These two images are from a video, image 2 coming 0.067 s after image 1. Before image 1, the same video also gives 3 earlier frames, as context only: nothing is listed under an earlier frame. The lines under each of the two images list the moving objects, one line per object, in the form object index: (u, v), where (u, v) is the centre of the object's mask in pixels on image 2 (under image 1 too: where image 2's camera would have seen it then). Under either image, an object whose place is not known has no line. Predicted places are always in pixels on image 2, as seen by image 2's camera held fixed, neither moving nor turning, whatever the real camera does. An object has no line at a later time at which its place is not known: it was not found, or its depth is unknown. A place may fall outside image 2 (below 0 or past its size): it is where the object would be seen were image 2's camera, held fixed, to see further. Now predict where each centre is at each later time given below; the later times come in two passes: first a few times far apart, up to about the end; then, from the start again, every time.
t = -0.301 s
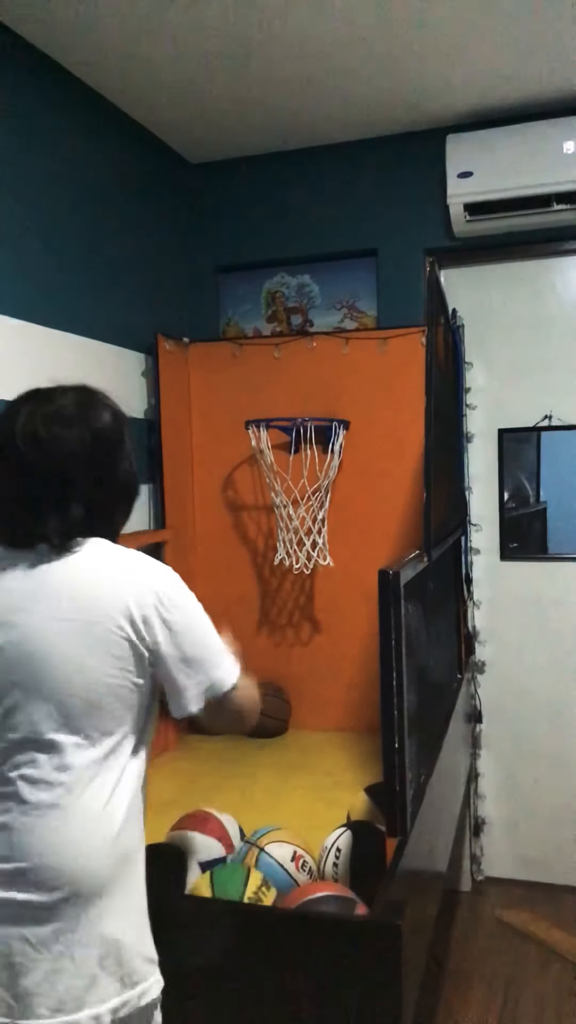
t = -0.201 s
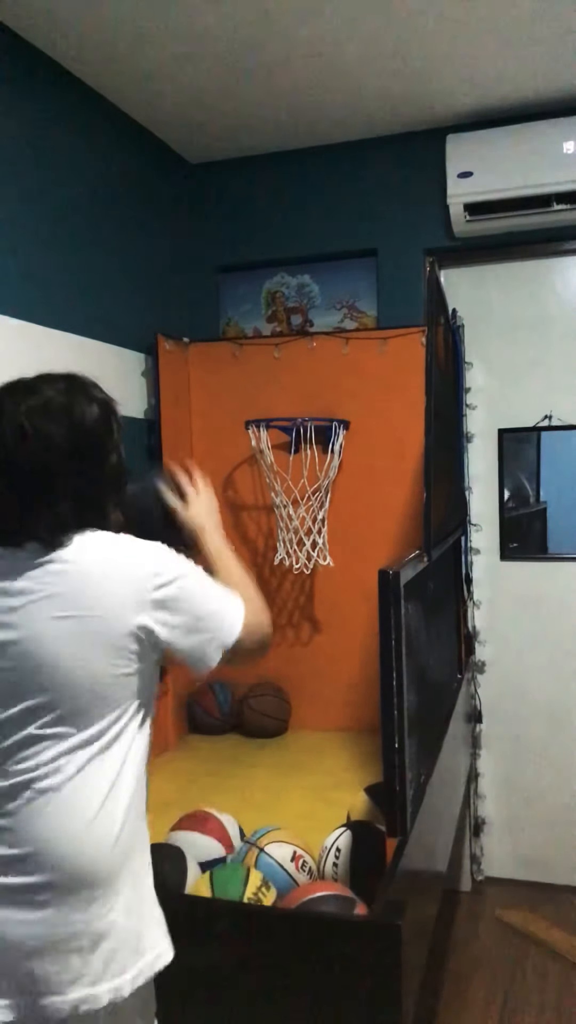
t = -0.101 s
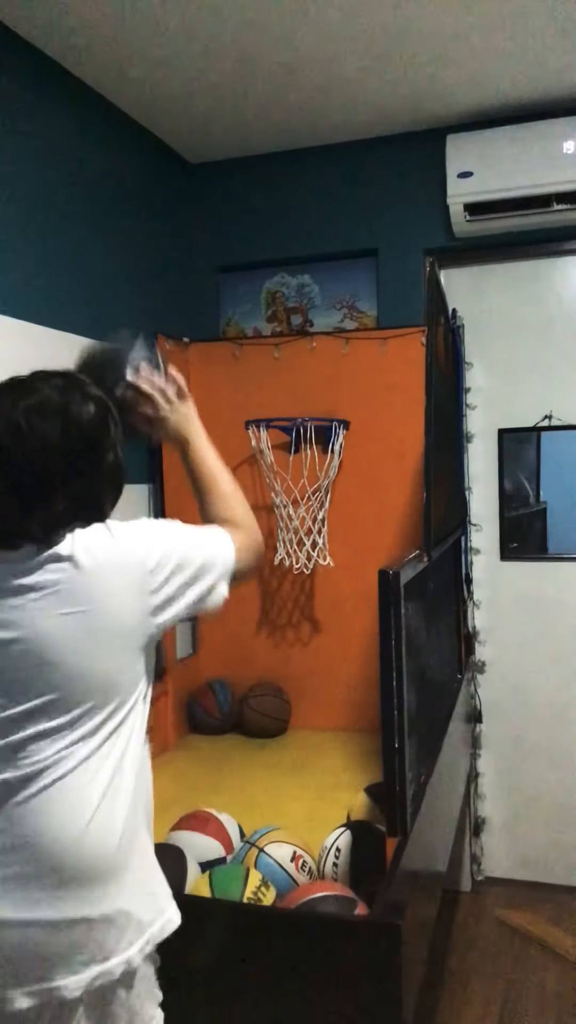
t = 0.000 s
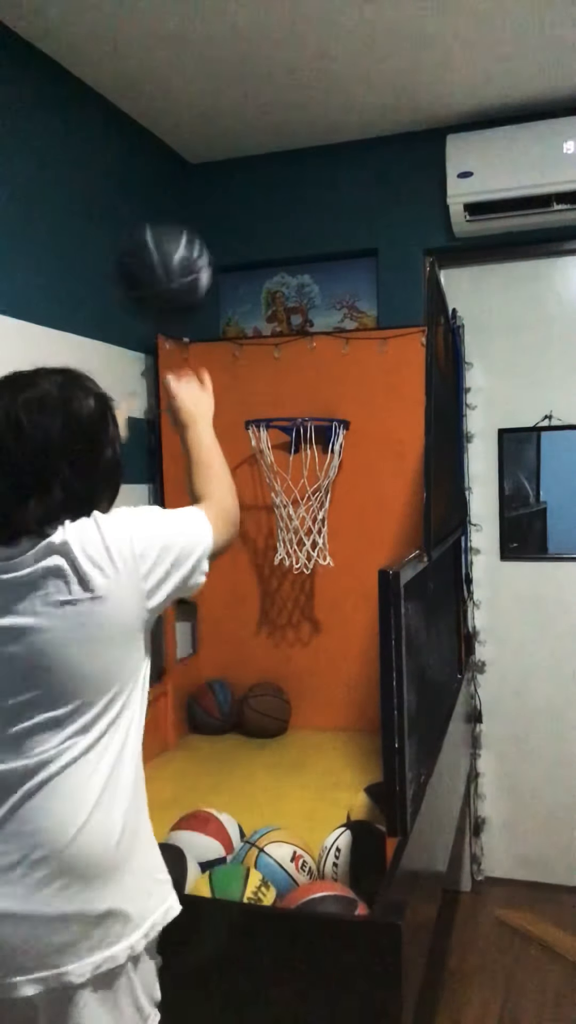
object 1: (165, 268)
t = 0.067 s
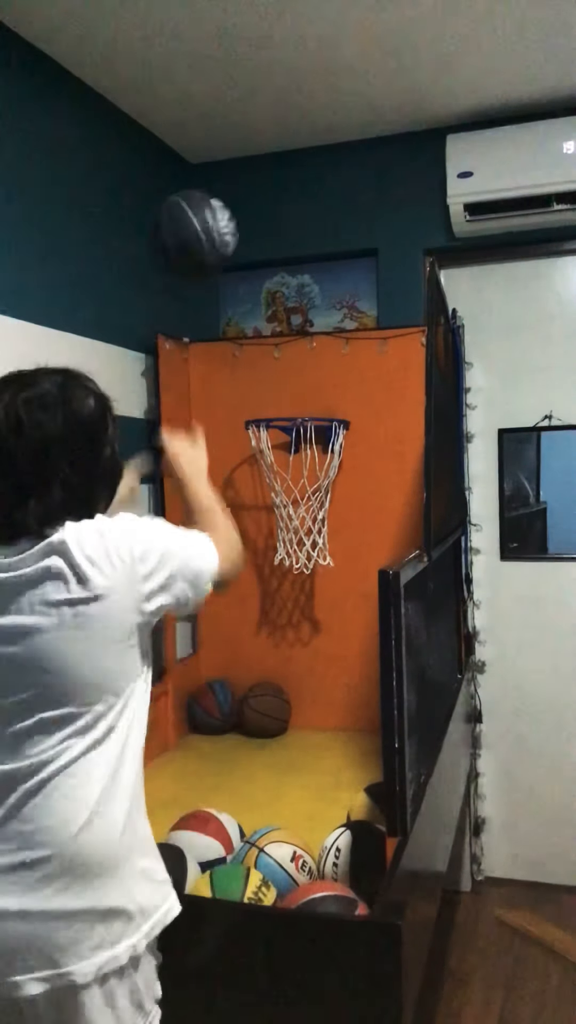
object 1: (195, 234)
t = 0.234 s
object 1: (249, 236)
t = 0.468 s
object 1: (305, 385)
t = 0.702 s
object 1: (251, 366)
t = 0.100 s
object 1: (209, 226)
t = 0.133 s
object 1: (221, 222)
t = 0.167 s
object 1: (230, 224)
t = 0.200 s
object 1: (241, 230)
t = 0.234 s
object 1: (249, 236)
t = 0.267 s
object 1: (261, 253)
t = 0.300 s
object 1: (269, 268)
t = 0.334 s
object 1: (276, 289)
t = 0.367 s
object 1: (285, 306)
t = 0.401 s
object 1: (291, 329)
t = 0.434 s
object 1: (298, 356)
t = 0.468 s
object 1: (305, 385)
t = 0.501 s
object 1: (306, 398)
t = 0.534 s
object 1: (298, 388)
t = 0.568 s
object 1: (290, 376)
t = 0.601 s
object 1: (281, 369)
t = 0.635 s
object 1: (272, 365)
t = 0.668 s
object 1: (261, 363)
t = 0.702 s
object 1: (251, 366)
